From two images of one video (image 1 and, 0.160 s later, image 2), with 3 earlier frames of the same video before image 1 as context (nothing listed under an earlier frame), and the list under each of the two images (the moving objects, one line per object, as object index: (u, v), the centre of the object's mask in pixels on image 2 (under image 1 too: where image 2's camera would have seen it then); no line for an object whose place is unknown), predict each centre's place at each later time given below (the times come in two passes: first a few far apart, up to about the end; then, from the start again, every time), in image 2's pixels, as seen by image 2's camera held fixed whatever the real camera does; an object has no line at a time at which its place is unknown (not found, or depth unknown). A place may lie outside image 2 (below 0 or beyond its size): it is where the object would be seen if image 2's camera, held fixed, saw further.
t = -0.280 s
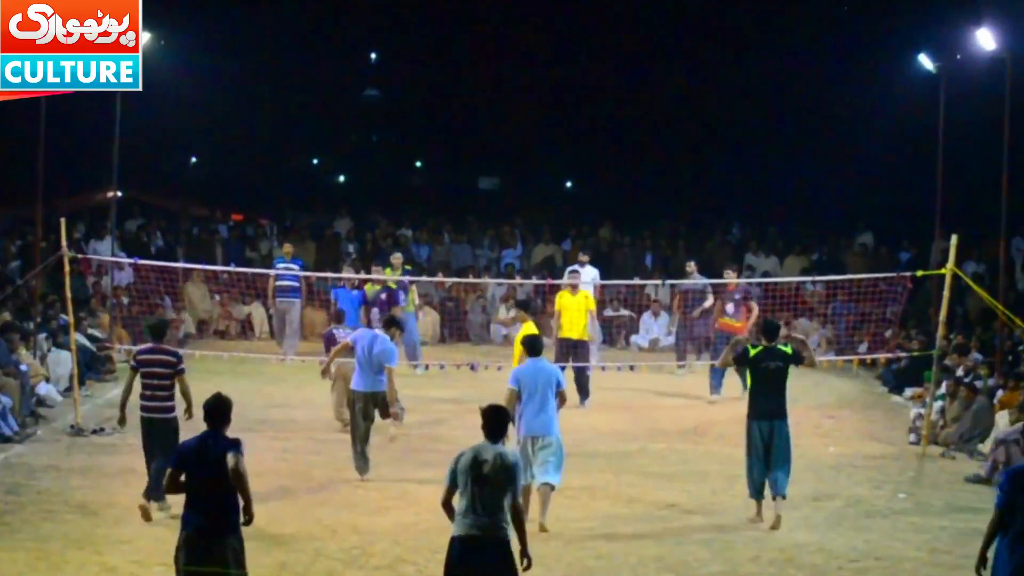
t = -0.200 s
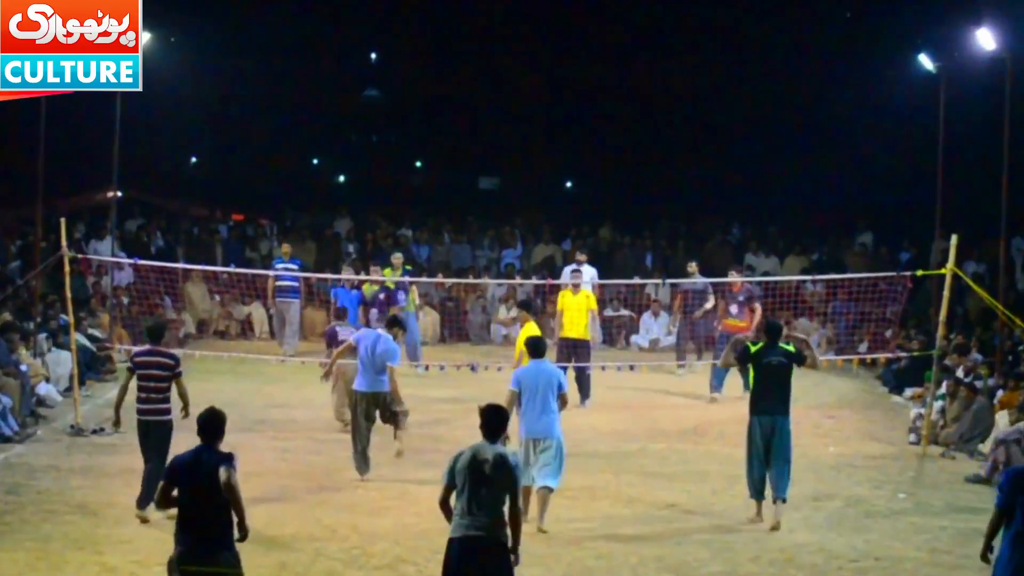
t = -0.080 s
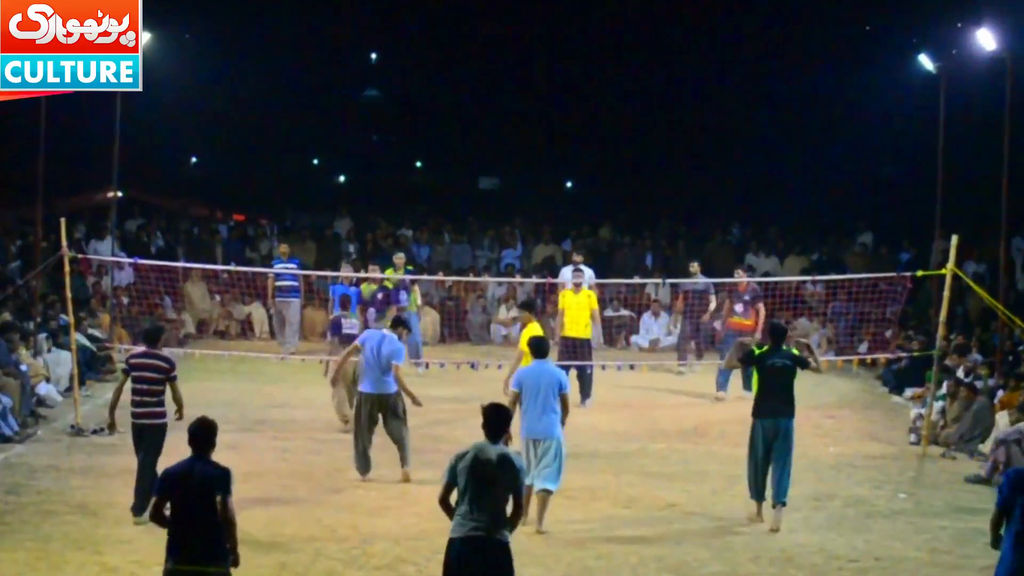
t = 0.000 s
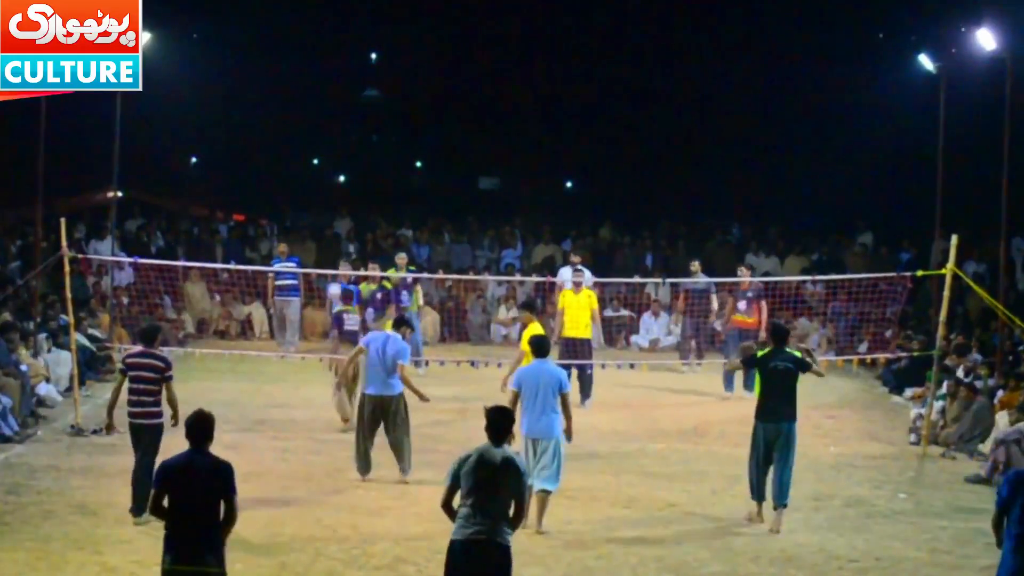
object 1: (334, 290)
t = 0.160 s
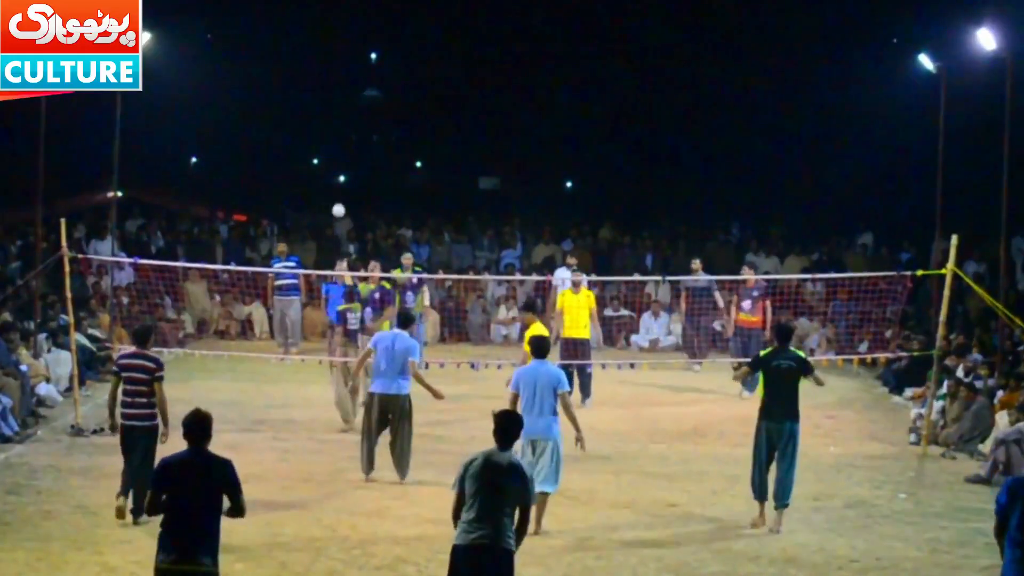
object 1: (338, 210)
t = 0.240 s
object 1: (340, 179)
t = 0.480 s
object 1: (344, 118)
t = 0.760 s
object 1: (348, 105)
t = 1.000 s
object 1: (351, 144)
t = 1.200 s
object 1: (353, 210)
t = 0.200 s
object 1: (339, 194)
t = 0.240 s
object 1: (340, 179)
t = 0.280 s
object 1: (341, 166)
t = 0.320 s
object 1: (341, 153)
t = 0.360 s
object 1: (342, 142)
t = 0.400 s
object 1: (343, 133)
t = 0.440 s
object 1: (343, 124)
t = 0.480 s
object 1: (344, 118)
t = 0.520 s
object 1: (345, 112)
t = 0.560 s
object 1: (346, 108)
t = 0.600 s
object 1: (346, 105)
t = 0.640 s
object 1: (347, 103)
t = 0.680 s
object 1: (347, 103)
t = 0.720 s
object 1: (348, 103)
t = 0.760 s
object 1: (348, 105)
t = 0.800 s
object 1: (349, 109)
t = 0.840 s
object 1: (349, 113)
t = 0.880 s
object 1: (350, 119)
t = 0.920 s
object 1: (350, 126)
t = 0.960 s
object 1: (350, 135)
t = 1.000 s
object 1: (351, 144)
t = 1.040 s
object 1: (351, 155)
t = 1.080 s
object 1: (352, 167)
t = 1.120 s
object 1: (352, 180)
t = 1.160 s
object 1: (352, 195)
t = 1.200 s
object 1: (353, 210)
